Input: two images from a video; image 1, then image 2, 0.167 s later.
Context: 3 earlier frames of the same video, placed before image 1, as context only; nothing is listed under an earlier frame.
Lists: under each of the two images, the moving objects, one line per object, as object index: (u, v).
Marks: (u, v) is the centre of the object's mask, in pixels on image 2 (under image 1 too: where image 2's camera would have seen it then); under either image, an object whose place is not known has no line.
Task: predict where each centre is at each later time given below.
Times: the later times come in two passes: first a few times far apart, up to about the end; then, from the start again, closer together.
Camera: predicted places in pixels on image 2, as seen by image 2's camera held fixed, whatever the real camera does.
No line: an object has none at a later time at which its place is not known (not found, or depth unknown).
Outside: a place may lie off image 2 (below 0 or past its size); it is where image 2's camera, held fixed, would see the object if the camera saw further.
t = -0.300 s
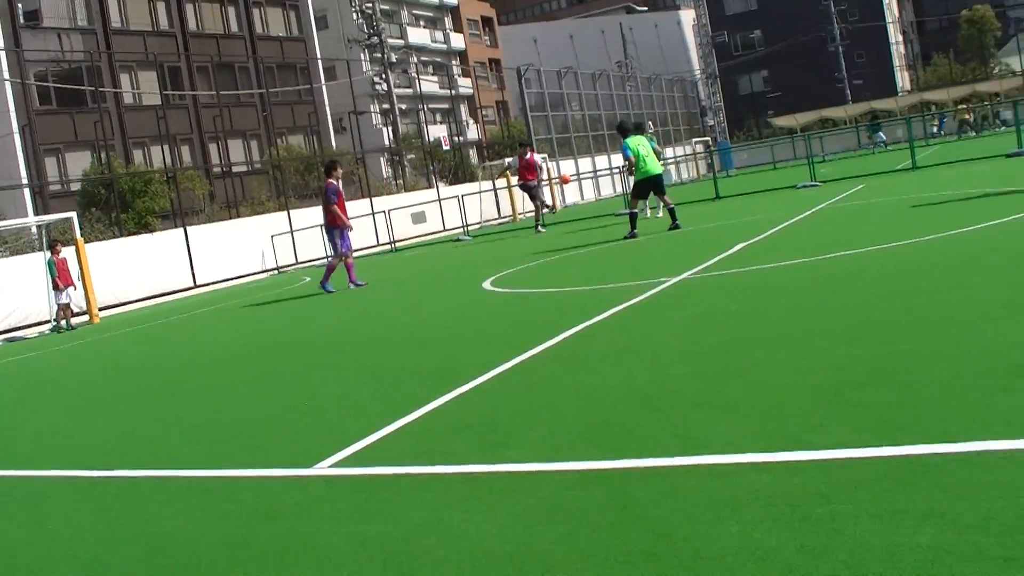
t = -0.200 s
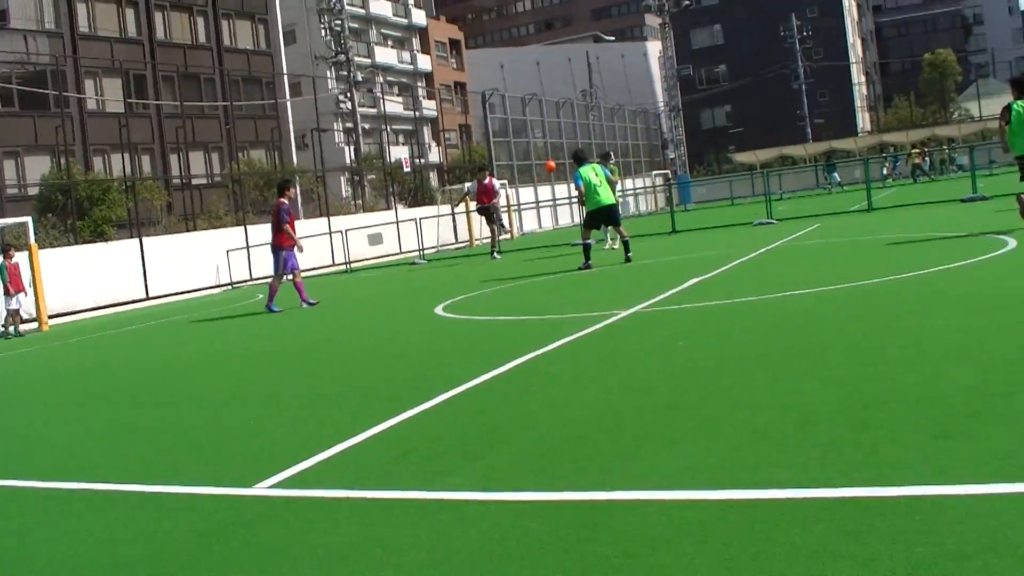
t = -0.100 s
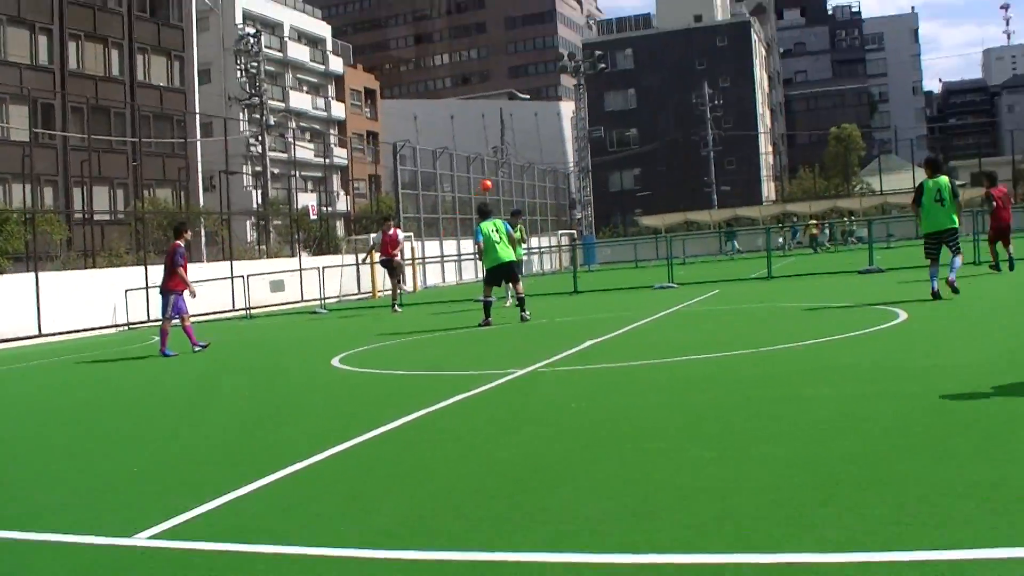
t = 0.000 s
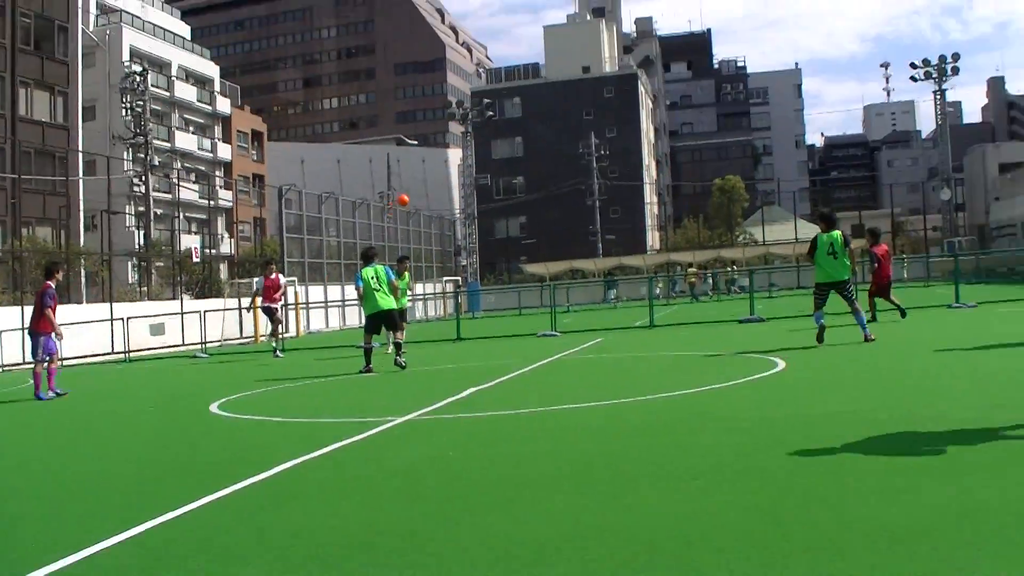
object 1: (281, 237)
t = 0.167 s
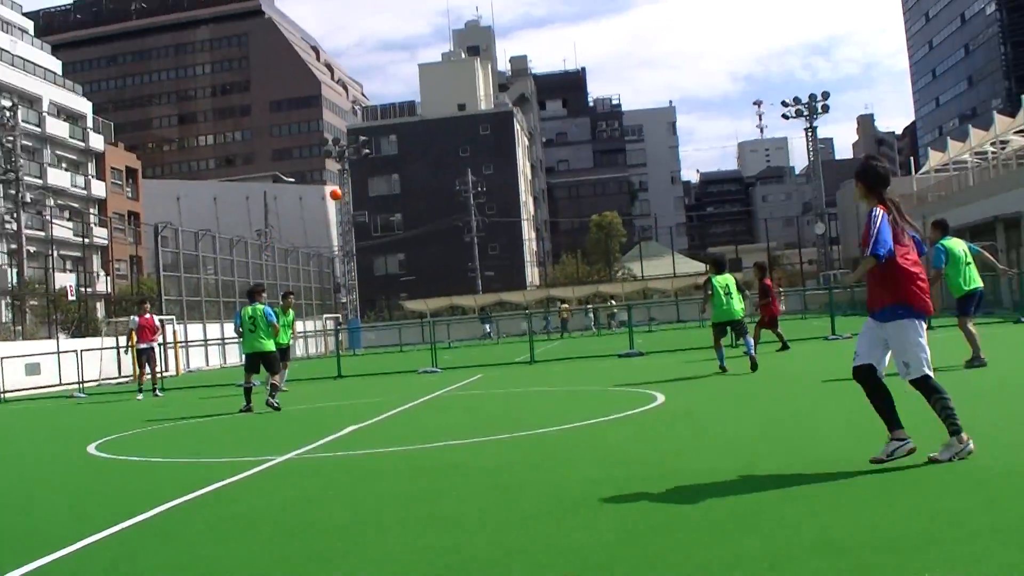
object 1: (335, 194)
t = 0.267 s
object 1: (370, 174)
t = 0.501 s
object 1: (459, 149)
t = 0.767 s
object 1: (582, 155)
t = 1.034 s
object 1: (725, 215)
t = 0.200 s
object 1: (348, 187)
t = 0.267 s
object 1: (370, 174)
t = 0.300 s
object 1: (382, 169)
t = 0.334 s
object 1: (394, 164)
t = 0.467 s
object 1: (445, 151)
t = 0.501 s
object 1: (459, 149)
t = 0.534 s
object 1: (473, 147)
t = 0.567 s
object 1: (489, 146)
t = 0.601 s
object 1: (505, 146)
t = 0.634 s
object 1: (521, 146)
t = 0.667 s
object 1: (536, 147)
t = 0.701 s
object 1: (551, 148)
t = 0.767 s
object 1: (582, 155)
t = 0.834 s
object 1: (614, 165)
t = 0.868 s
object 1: (631, 172)
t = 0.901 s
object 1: (651, 178)
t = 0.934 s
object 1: (670, 186)
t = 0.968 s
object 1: (689, 195)
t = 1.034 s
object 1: (725, 215)
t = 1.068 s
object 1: (745, 227)
